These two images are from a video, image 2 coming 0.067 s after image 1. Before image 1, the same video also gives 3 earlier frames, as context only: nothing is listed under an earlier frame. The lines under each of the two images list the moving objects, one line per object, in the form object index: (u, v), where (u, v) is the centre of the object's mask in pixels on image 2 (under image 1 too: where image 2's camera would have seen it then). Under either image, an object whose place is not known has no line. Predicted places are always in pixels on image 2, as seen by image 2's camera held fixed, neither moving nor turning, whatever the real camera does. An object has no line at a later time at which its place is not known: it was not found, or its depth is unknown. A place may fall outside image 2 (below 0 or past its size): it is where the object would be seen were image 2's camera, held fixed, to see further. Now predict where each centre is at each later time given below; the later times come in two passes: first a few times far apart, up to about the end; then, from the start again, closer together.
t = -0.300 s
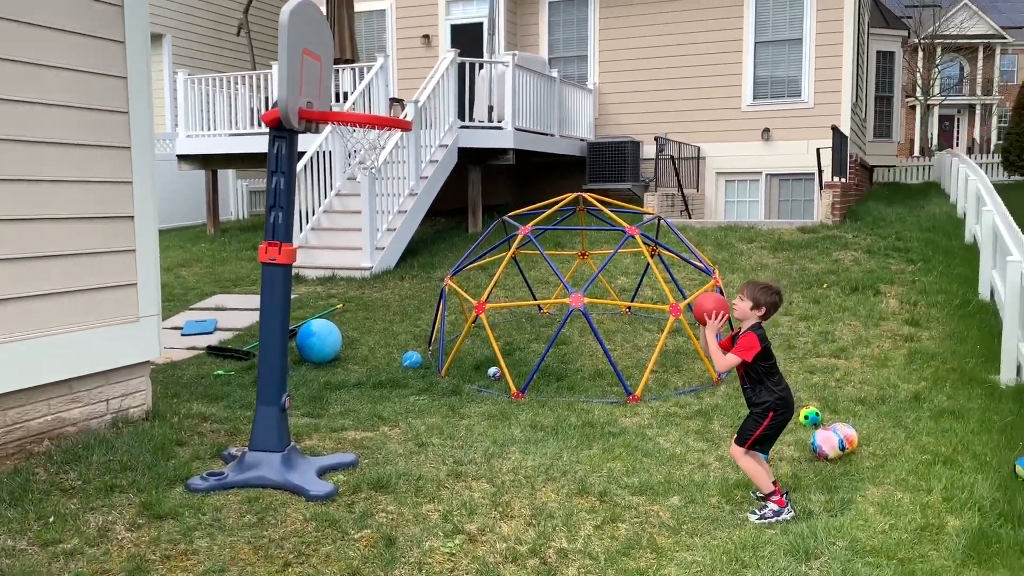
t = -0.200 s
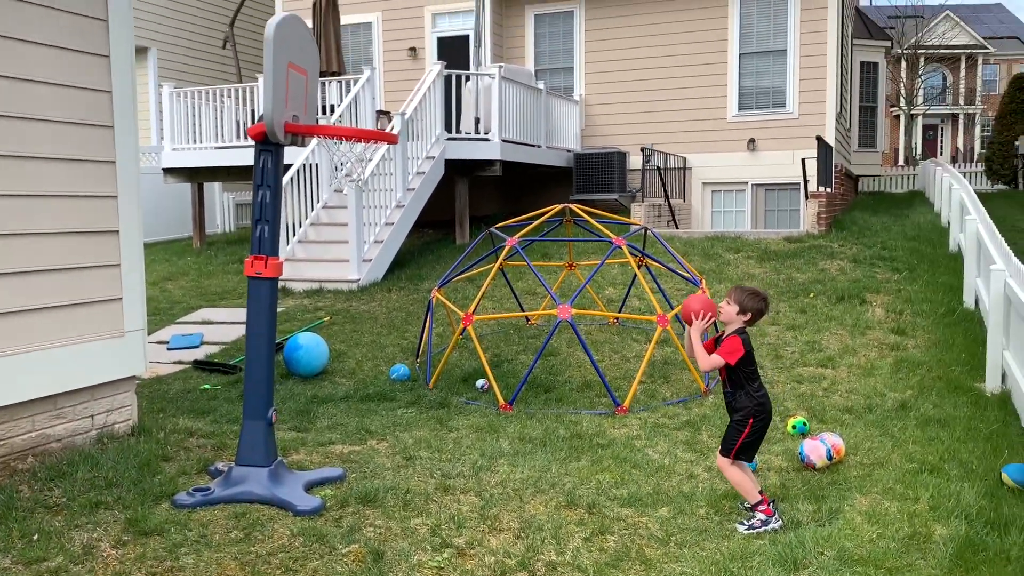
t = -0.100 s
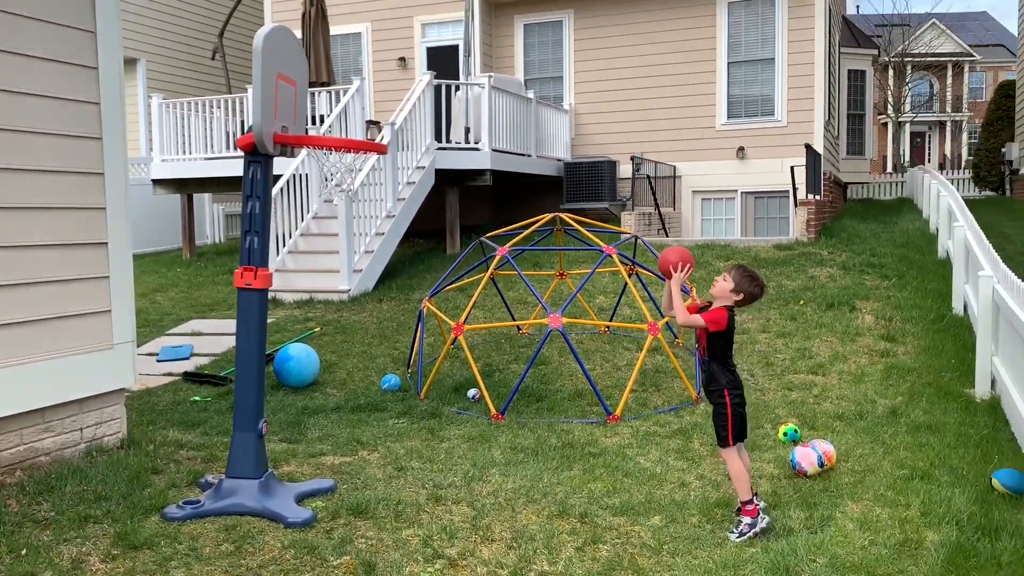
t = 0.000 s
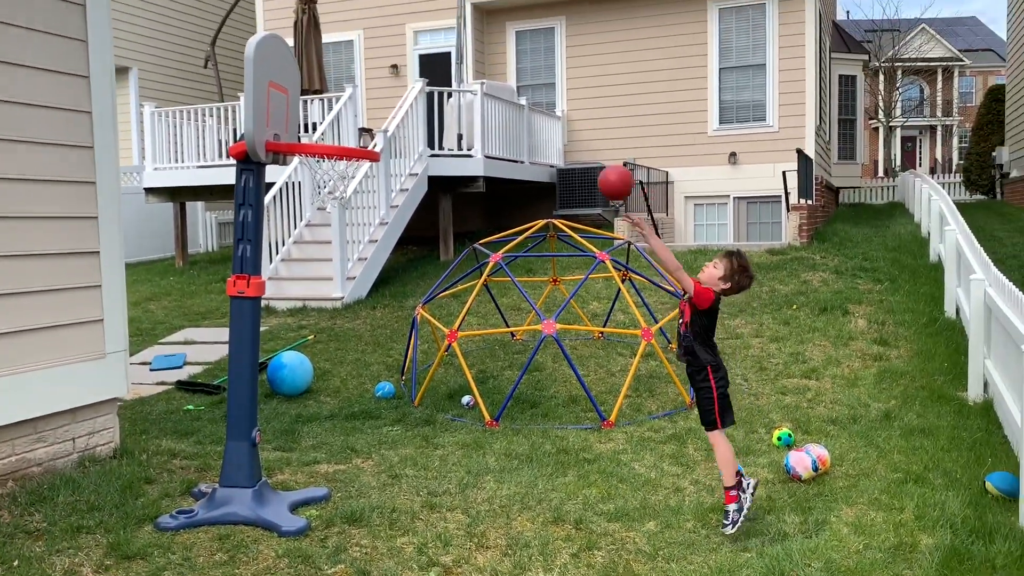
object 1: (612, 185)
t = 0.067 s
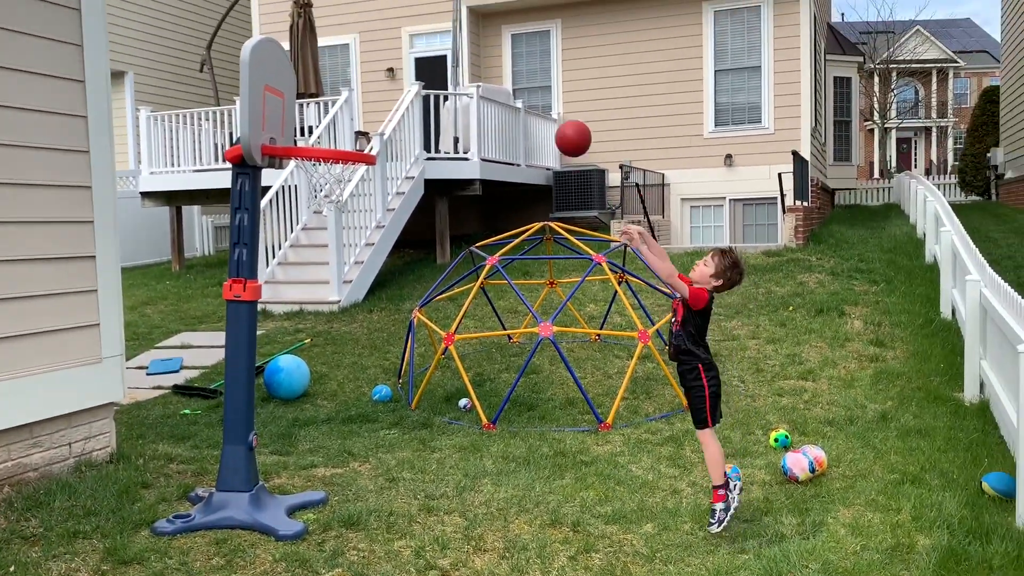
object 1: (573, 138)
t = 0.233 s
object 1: (475, 64)
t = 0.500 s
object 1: (320, 77)
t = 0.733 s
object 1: (307, 175)
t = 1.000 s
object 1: (356, 405)
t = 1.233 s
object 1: (401, 529)
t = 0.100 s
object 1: (554, 118)
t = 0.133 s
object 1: (534, 101)
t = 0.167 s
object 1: (514, 86)
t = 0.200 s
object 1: (495, 74)
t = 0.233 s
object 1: (475, 64)
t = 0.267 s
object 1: (455, 57)
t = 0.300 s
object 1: (436, 52)
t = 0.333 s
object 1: (416, 50)
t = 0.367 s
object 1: (396, 50)
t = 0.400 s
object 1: (377, 54)
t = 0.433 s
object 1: (359, 58)
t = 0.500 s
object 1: (320, 77)
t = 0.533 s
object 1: (302, 90)
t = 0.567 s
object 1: (283, 106)
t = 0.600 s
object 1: (279, 121)
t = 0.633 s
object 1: (290, 136)
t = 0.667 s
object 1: (296, 148)
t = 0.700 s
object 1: (302, 160)
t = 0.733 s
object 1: (307, 175)
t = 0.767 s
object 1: (313, 193)
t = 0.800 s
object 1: (320, 214)
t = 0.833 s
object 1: (326, 239)
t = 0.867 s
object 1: (332, 267)
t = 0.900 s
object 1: (338, 297)
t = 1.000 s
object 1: (356, 405)
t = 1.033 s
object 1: (363, 446)
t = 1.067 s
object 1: (369, 492)
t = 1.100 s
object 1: (376, 540)
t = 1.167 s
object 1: (389, 567)
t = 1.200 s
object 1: (395, 547)
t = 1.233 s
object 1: (401, 529)
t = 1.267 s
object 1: (407, 514)
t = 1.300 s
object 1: (413, 500)
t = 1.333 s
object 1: (419, 490)
